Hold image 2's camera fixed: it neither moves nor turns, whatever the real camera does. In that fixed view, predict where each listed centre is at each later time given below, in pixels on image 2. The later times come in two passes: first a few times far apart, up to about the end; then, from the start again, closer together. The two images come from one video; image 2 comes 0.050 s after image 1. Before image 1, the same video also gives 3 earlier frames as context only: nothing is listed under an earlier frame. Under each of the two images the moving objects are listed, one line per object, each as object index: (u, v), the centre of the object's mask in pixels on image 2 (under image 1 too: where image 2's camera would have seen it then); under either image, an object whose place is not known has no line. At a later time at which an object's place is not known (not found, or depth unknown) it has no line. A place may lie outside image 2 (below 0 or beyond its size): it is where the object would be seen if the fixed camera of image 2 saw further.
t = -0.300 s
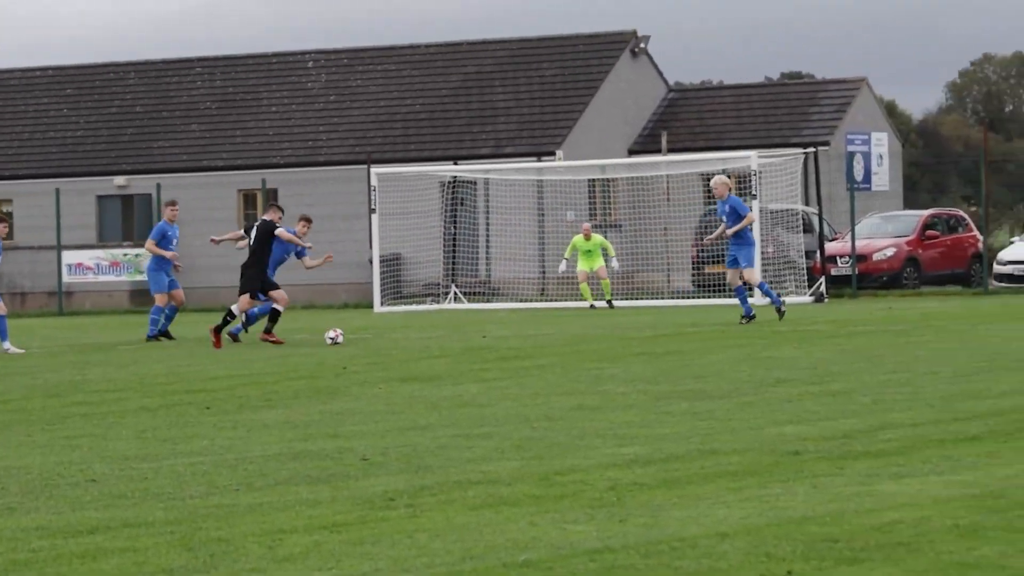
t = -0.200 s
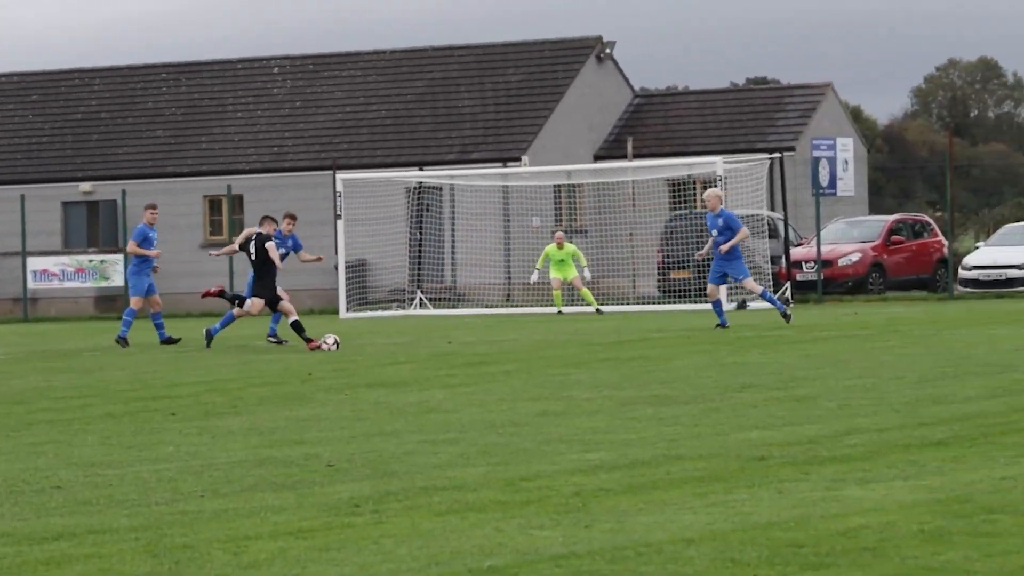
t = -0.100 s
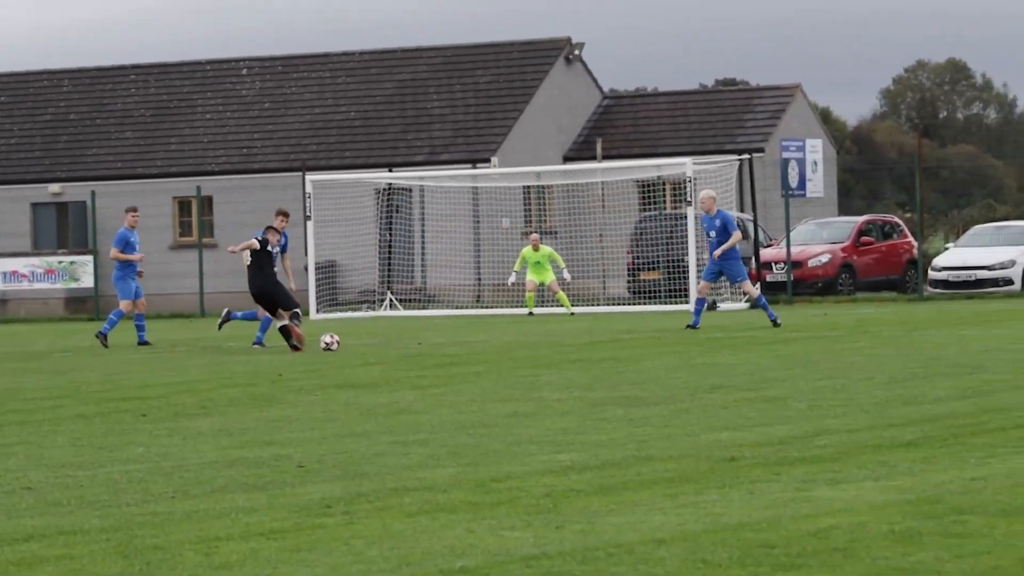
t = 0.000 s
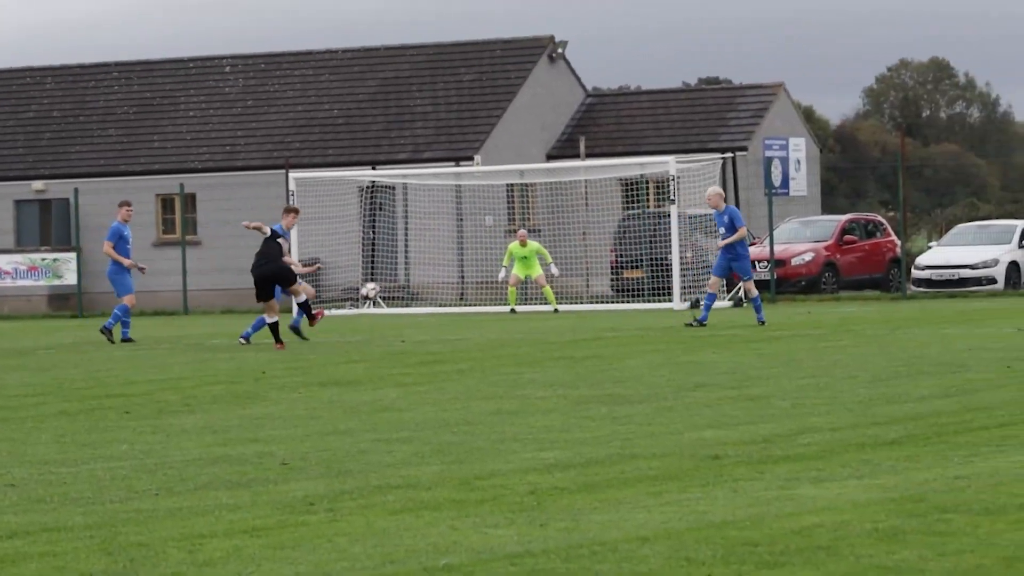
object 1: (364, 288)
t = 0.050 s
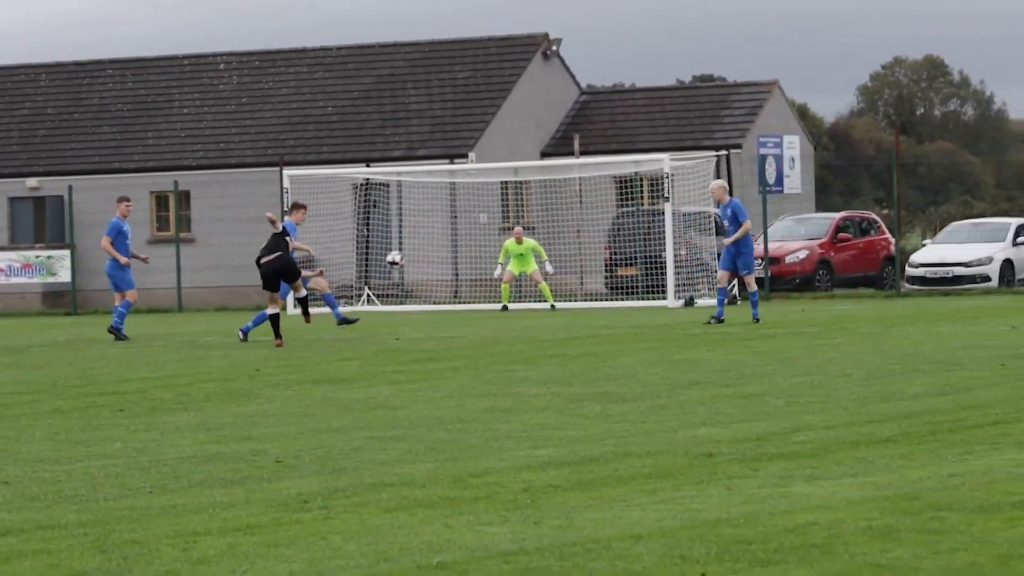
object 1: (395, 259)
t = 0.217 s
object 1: (486, 181)
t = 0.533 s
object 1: (627, 90)
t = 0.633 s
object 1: (665, 76)
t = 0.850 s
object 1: (739, 61)
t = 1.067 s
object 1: (803, 69)
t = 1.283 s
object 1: (860, 91)
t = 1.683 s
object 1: (949, 166)
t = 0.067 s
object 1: (405, 251)
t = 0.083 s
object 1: (415, 242)
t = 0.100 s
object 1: (424, 233)
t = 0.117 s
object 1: (433, 226)
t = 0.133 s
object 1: (443, 217)
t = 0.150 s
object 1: (452, 210)
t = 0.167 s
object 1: (461, 202)
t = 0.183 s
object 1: (469, 194)
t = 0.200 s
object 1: (478, 188)
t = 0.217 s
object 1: (486, 181)
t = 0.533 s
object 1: (627, 90)
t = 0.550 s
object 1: (633, 88)
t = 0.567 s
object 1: (640, 85)
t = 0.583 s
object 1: (646, 83)
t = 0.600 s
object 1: (653, 80)
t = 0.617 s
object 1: (659, 78)
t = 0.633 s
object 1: (665, 76)
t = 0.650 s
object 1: (671, 74)
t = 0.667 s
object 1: (677, 73)
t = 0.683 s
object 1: (683, 71)
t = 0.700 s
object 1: (689, 70)
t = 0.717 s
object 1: (695, 68)
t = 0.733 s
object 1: (700, 66)
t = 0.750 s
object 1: (706, 66)
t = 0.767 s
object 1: (712, 64)
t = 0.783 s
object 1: (718, 63)
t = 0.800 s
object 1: (723, 62)
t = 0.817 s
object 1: (728, 62)
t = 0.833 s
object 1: (734, 62)
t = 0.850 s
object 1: (739, 61)
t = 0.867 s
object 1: (744, 62)
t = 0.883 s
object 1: (749, 62)
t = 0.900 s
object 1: (755, 62)
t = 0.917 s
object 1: (759, 61)
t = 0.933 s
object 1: (764, 62)
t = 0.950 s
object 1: (769, 62)
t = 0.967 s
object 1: (774, 63)
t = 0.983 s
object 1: (779, 63)
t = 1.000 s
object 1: (784, 64)
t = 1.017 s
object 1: (789, 65)
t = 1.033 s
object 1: (794, 66)
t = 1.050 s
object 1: (798, 67)
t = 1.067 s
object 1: (803, 69)
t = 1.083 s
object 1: (807, 70)
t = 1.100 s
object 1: (812, 71)
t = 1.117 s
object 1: (817, 72)
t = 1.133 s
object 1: (821, 74)
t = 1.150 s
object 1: (826, 75)
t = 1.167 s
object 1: (830, 77)
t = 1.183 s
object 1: (834, 78)
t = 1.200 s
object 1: (839, 80)
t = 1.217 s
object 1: (843, 82)
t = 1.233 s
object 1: (847, 84)
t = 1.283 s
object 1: (860, 91)
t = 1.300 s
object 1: (864, 94)
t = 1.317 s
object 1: (868, 95)
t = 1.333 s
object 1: (872, 98)
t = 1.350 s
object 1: (876, 100)
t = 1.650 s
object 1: (942, 158)
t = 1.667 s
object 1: (946, 162)
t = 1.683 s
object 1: (949, 166)
